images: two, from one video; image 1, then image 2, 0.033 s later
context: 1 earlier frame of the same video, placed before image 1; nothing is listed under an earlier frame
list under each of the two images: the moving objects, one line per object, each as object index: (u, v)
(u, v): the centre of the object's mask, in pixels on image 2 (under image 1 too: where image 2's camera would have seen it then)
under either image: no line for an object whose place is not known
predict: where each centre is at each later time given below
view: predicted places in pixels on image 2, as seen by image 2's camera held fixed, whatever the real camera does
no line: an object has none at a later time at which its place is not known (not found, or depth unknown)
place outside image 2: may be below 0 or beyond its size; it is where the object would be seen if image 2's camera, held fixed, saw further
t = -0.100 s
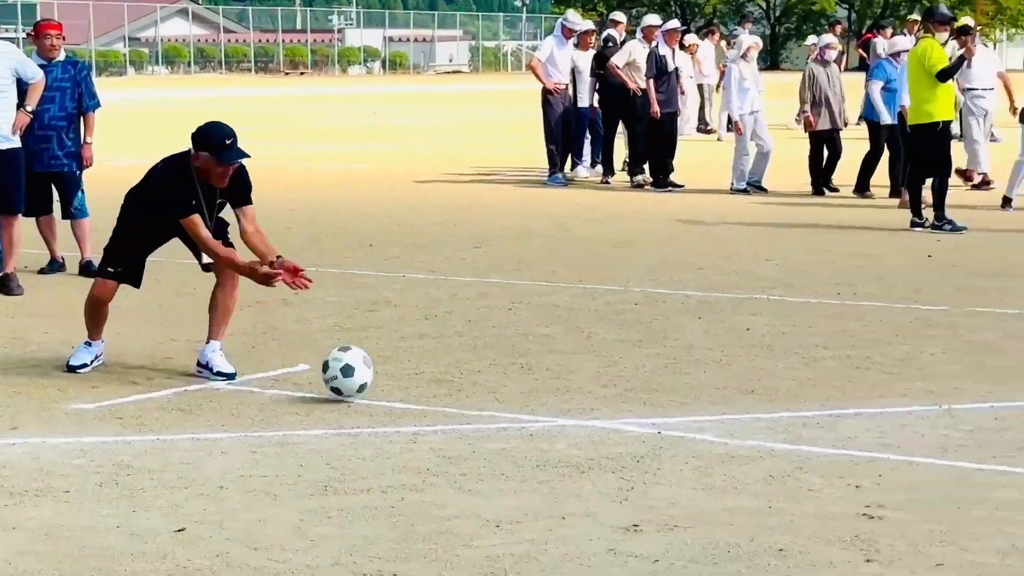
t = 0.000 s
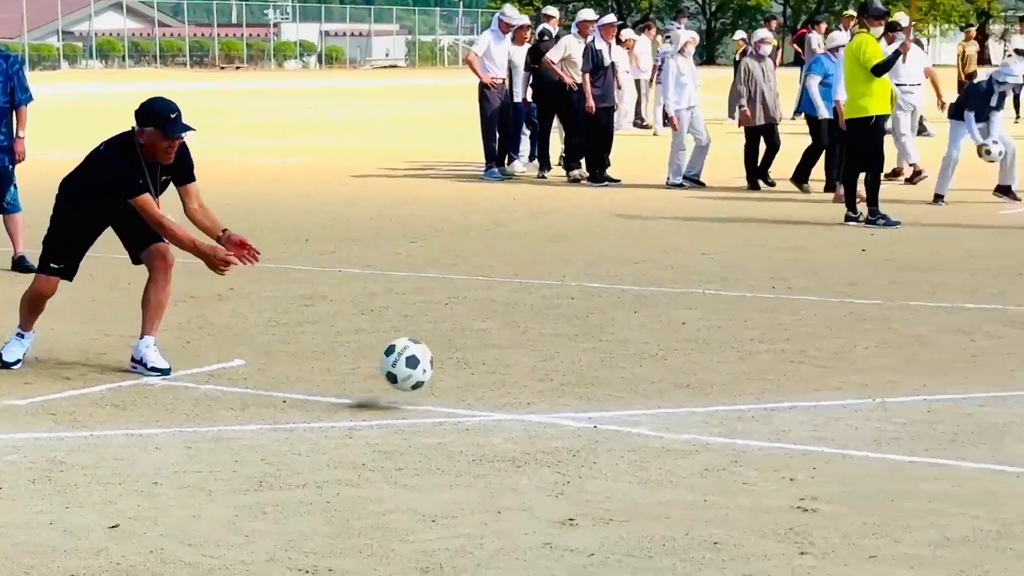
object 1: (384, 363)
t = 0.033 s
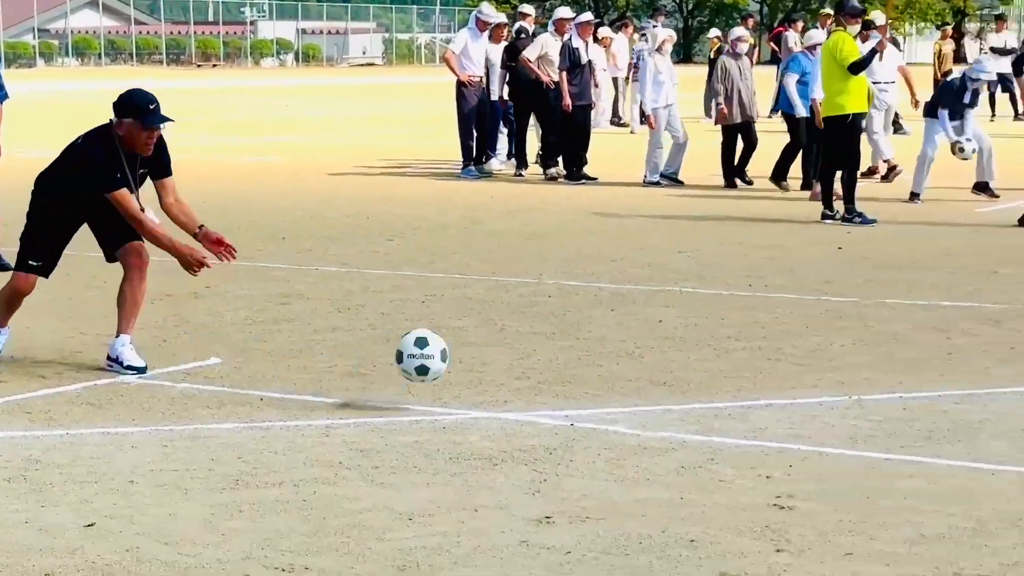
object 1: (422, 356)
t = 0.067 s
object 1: (460, 353)
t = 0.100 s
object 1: (498, 352)
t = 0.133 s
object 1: (537, 355)
